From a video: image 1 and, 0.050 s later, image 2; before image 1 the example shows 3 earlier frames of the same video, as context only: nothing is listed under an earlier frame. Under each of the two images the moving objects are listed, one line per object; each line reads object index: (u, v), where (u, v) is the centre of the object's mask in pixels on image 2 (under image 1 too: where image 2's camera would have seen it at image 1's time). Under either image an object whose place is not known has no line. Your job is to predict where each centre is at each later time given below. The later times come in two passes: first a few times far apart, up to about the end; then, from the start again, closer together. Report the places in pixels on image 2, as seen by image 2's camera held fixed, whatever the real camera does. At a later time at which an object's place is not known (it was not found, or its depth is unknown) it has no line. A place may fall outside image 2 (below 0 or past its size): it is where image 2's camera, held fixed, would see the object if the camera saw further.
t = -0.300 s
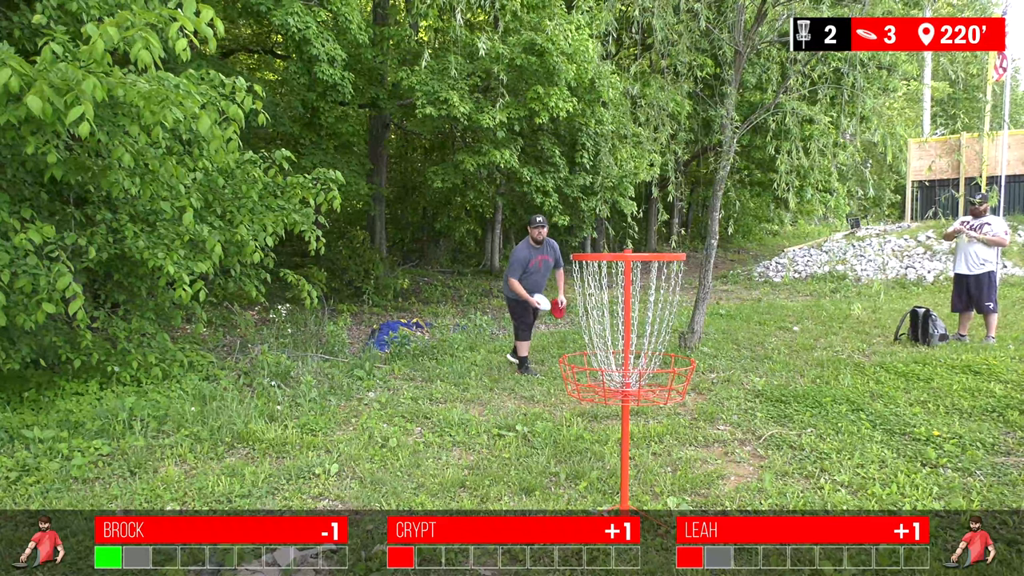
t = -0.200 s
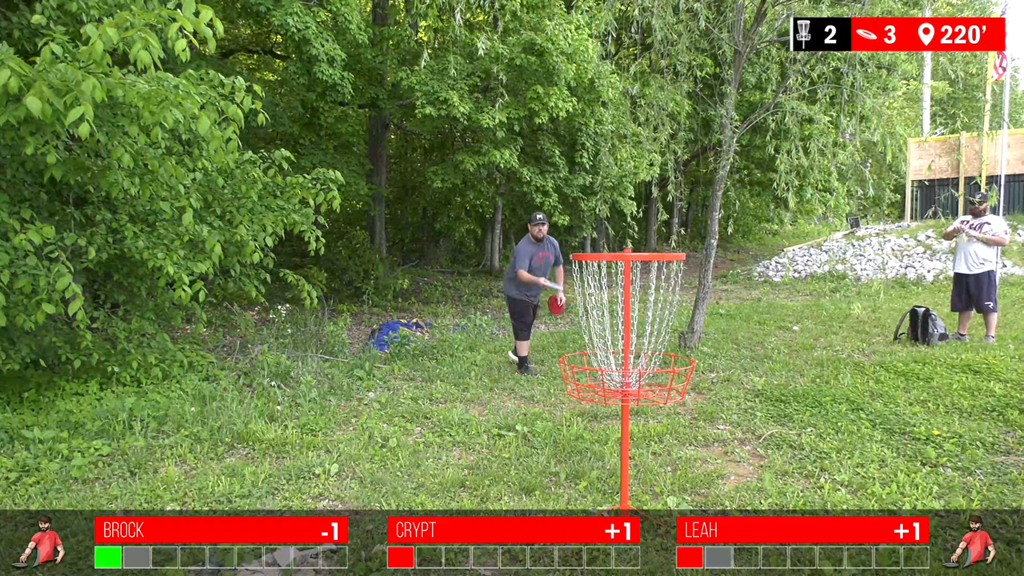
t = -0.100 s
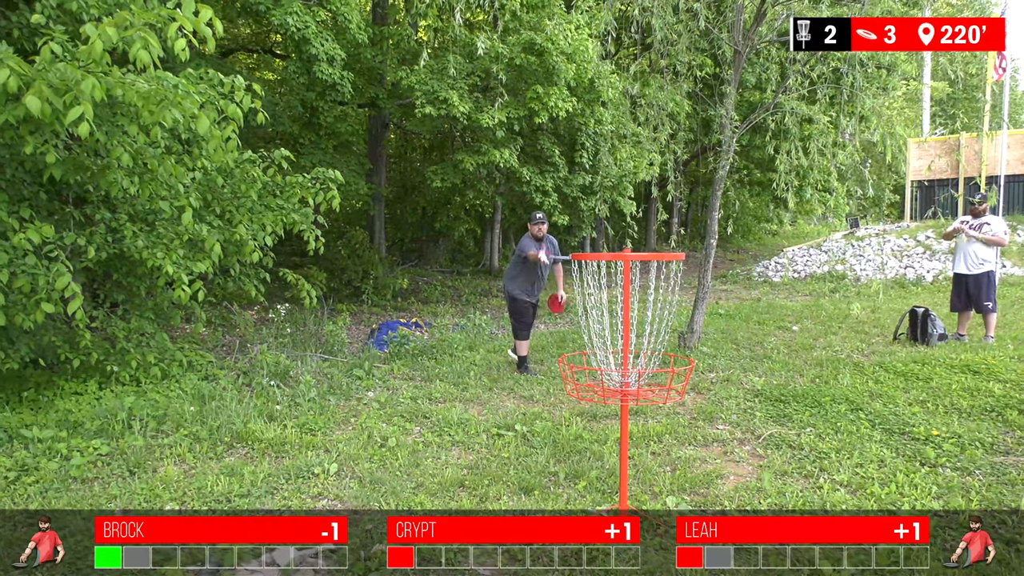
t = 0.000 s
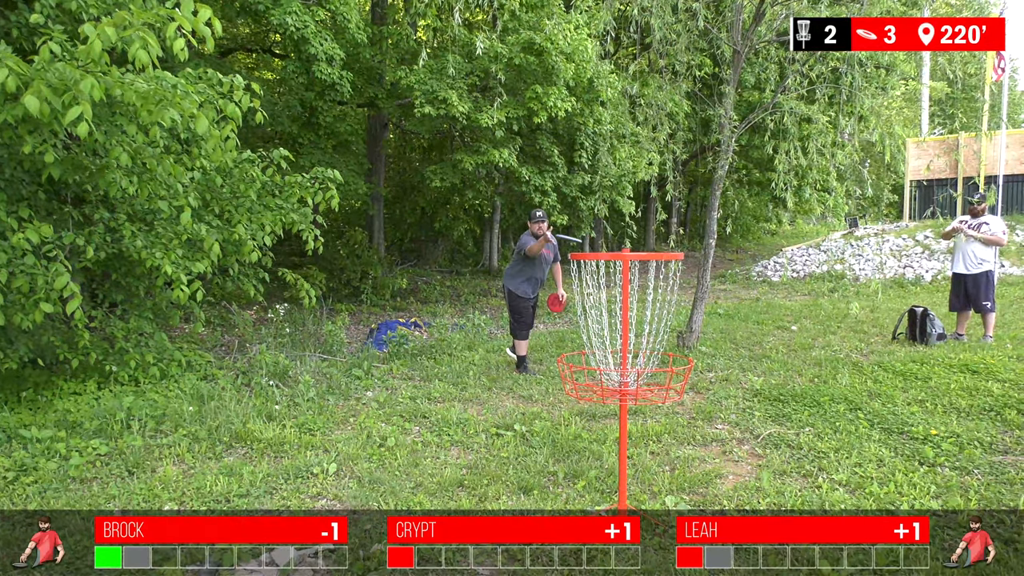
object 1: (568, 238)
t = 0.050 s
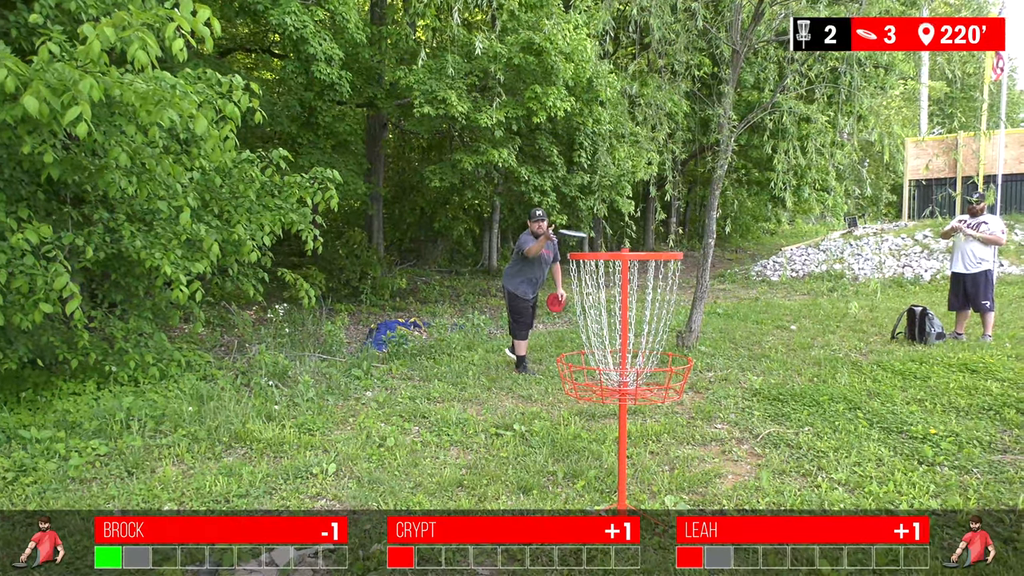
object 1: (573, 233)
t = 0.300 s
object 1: (608, 263)
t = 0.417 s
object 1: (630, 304)
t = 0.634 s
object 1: (647, 343)
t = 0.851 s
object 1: (640, 361)
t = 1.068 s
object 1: (643, 363)
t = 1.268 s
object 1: (652, 374)
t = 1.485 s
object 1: (661, 378)
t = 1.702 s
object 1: (664, 380)
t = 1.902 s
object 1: (664, 379)
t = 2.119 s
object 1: (663, 380)
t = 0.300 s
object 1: (608, 263)
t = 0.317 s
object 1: (606, 268)
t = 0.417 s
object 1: (630, 304)
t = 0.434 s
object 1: (631, 309)
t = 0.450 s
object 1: (638, 313)
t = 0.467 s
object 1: (638, 315)
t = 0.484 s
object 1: (638, 320)
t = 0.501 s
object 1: (642, 325)
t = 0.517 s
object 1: (644, 335)
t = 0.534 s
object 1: (647, 339)
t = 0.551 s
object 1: (649, 340)
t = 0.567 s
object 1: (649, 341)
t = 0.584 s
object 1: (649, 342)
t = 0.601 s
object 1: (649, 342)
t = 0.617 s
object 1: (648, 343)
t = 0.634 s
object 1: (647, 343)
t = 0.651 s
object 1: (647, 344)
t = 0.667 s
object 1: (645, 345)
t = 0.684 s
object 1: (644, 346)
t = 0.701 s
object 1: (642, 348)
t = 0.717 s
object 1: (642, 349)
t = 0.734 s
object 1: (641, 350)
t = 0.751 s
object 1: (641, 352)
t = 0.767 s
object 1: (642, 353)
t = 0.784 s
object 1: (641, 355)
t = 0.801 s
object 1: (642, 355)
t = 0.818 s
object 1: (643, 354)
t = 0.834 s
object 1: (641, 358)
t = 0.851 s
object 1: (640, 361)
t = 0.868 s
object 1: (640, 362)
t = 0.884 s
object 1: (640, 360)
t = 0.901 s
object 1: (640, 361)
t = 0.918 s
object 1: (640, 361)
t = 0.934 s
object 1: (641, 361)
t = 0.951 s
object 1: (641, 362)
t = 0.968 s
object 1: (640, 362)
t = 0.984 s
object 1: (640, 362)
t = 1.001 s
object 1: (641, 362)
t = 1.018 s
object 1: (641, 363)
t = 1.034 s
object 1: (642, 362)
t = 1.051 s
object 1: (642, 363)
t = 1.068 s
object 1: (643, 363)
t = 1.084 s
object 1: (643, 363)
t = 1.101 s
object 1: (644, 364)
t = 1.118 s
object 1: (644, 363)
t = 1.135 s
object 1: (645, 364)
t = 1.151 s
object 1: (646, 364)
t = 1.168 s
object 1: (647, 365)
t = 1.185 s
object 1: (648, 366)
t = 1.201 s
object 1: (648, 367)
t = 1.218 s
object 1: (649, 370)
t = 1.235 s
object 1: (651, 373)
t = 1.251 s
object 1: (652, 374)
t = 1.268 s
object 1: (652, 374)
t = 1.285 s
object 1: (653, 374)
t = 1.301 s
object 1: (653, 374)
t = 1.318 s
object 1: (653, 374)
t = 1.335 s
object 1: (654, 374)
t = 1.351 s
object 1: (655, 374)
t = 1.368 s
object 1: (656, 375)
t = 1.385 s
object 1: (656, 375)
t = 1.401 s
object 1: (657, 375)
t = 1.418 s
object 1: (658, 376)
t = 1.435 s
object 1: (659, 377)
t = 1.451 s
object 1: (661, 377)
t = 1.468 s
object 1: (662, 378)
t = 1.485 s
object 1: (661, 378)
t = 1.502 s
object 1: (662, 378)
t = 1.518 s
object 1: (662, 379)
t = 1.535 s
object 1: (662, 379)
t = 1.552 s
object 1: (663, 379)
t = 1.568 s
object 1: (663, 379)
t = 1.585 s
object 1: (663, 380)
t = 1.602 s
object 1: (664, 380)
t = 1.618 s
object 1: (664, 380)
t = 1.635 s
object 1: (664, 380)
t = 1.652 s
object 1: (664, 380)
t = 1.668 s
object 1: (664, 380)
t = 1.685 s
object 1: (664, 380)
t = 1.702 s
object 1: (664, 380)
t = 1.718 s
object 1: (664, 380)
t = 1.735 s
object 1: (664, 380)
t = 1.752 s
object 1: (664, 380)
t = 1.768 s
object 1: (664, 380)
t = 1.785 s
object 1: (664, 380)
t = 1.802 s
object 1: (664, 380)
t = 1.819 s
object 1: (664, 380)
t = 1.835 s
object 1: (664, 380)
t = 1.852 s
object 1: (664, 380)
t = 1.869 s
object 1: (664, 379)
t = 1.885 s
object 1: (664, 379)
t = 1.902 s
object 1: (664, 379)
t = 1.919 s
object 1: (664, 379)
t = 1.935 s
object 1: (664, 379)
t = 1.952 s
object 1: (664, 379)
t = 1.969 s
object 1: (664, 379)
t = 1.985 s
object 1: (664, 379)
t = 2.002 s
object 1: (664, 379)
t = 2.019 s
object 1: (664, 379)
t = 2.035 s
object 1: (664, 379)
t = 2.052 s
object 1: (664, 379)
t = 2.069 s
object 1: (664, 380)
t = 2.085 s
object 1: (664, 380)
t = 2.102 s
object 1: (663, 380)
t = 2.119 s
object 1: (663, 380)
